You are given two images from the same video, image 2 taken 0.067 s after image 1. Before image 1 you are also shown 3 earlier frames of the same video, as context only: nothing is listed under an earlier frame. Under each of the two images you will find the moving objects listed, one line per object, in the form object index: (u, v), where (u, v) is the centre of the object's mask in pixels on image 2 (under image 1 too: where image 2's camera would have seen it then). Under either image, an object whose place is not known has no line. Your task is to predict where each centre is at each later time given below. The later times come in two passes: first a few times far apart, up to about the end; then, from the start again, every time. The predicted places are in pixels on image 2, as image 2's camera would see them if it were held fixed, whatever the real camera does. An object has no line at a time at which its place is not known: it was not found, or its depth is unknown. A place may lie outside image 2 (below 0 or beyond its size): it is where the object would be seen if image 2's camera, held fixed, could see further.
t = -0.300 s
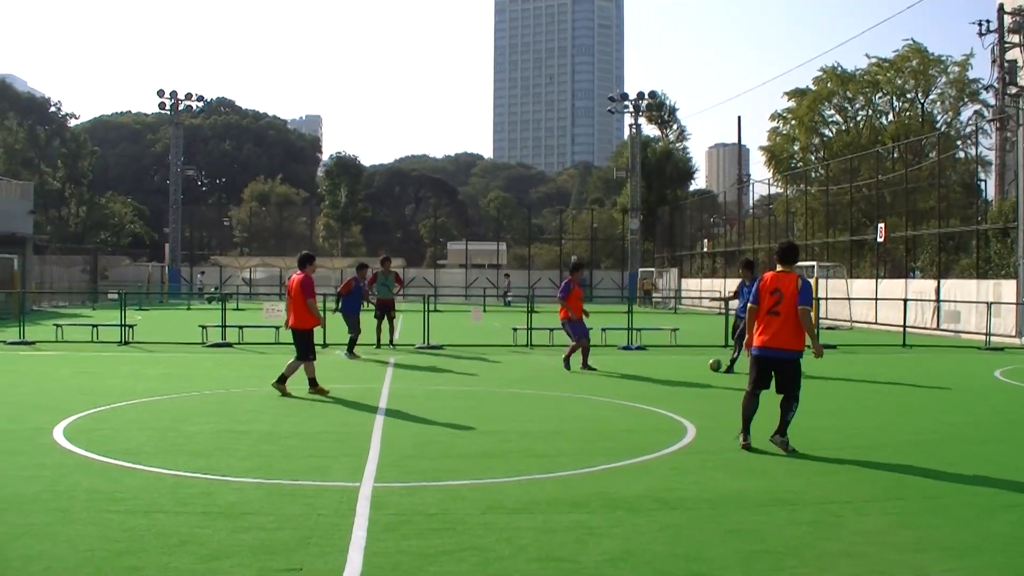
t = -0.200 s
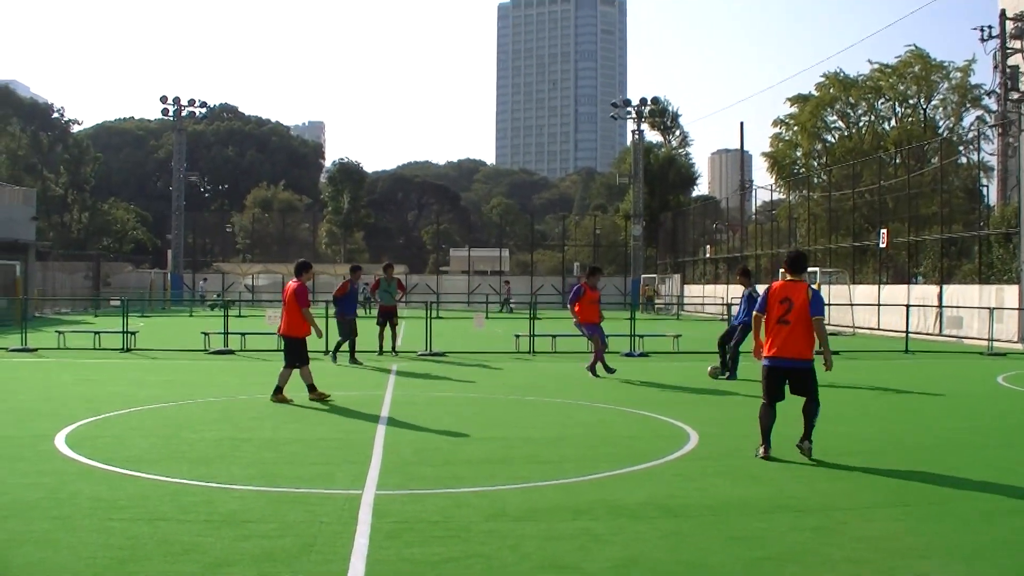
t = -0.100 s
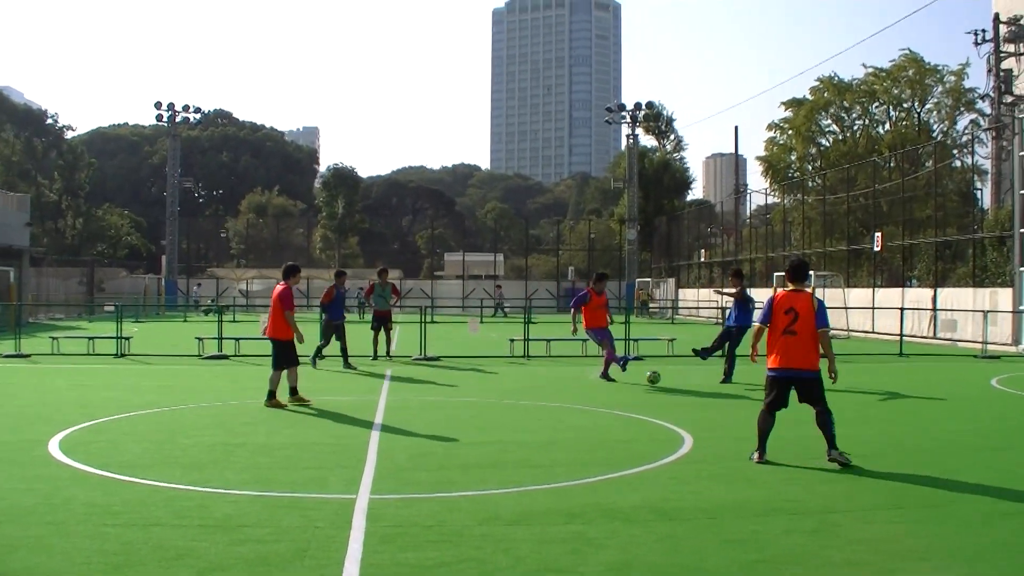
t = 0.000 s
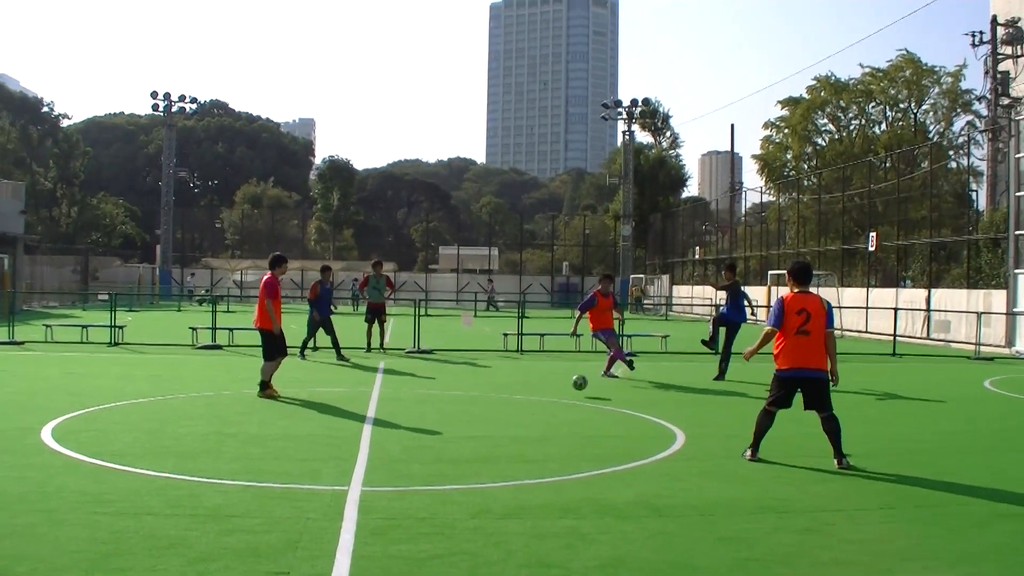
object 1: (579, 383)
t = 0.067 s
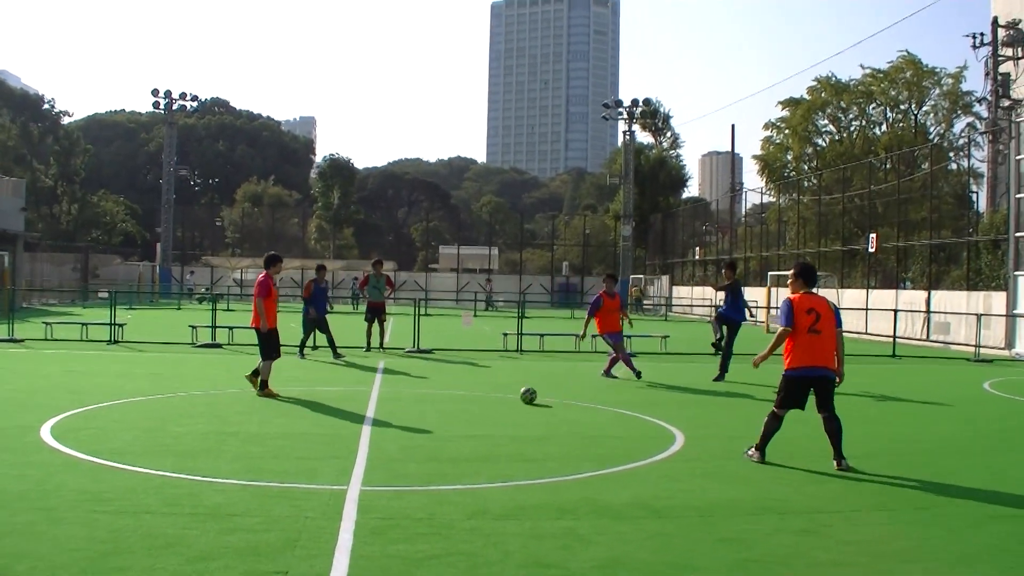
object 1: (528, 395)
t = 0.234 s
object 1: (378, 414)
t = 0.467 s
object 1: (92, 448)
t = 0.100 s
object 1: (501, 398)
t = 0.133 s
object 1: (474, 400)
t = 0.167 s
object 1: (443, 404)
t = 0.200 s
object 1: (411, 409)
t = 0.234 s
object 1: (378, 414)
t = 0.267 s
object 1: (344, 416)
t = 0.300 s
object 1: (308, 421)
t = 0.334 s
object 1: (269, 427)
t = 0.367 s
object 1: (228, 432)
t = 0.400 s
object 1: (185, 437)
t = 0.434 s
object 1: (140, 443)
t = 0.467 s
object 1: (92, 448)
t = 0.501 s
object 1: (41, 455)
